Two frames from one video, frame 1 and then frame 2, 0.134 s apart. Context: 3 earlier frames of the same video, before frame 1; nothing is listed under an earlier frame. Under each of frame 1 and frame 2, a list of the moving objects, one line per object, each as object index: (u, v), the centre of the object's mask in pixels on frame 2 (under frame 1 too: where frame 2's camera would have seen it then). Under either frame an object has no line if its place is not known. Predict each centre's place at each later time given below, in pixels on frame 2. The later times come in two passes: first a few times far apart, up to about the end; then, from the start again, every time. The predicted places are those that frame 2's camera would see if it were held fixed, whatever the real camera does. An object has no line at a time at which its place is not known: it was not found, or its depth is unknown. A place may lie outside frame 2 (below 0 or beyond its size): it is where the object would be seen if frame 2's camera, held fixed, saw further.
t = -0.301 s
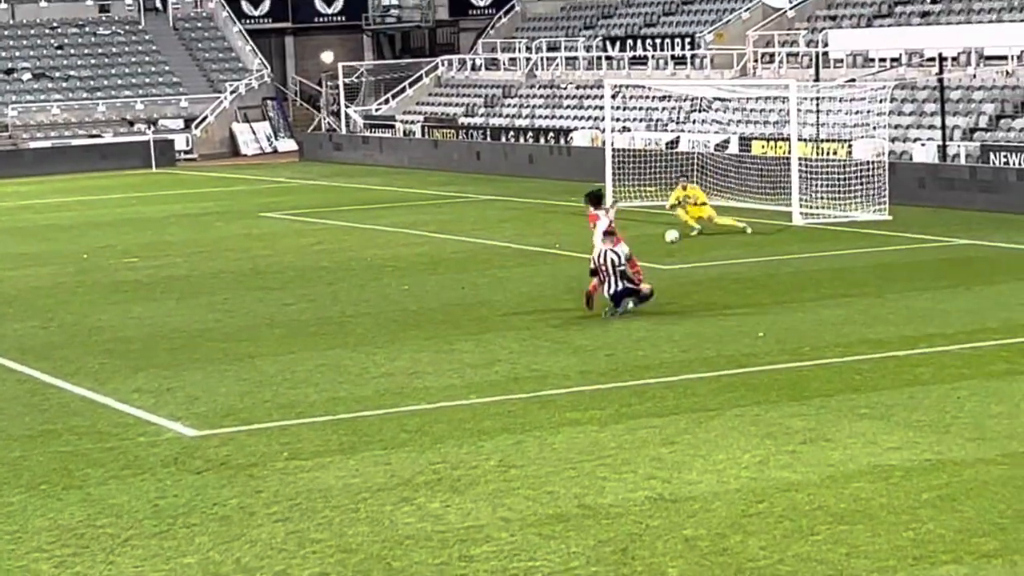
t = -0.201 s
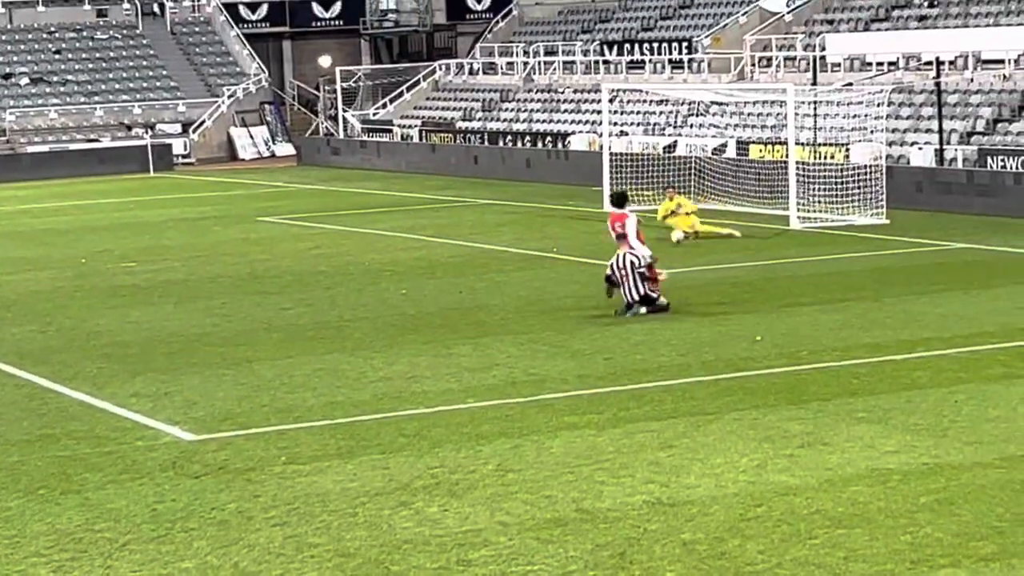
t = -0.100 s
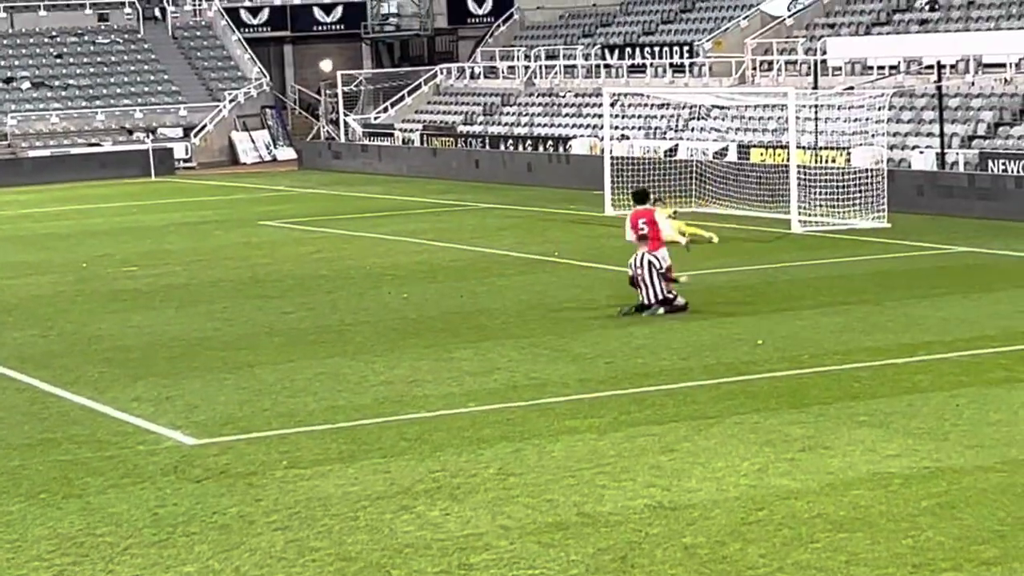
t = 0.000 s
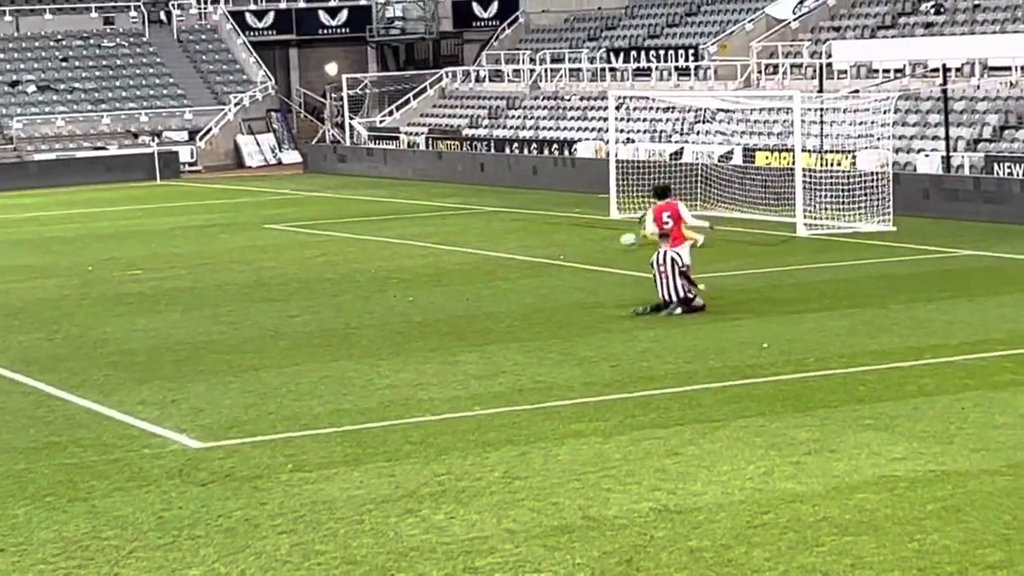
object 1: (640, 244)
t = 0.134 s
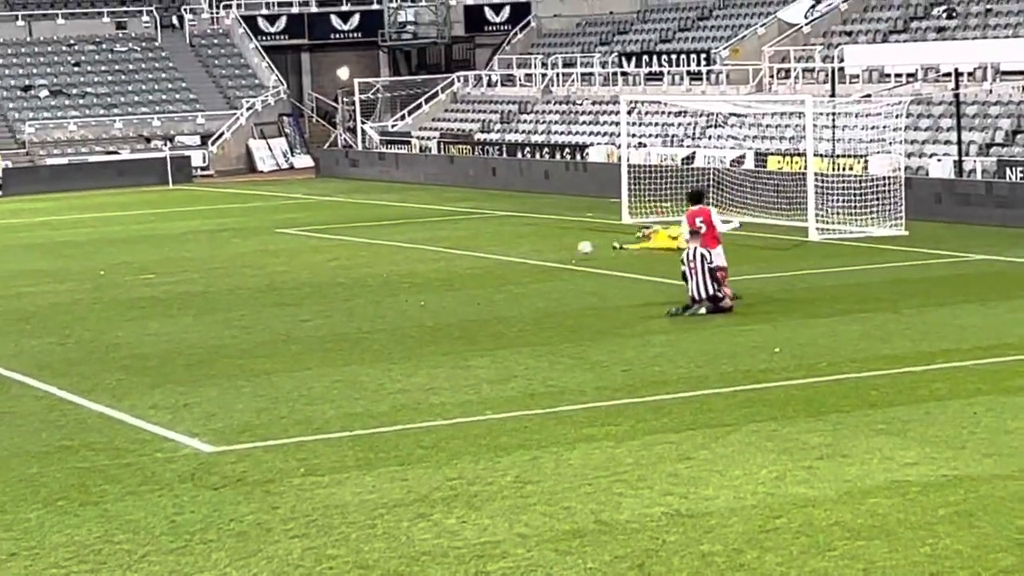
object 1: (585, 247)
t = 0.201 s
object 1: (559, 246)
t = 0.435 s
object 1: (472, 260)
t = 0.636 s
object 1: (407, 265)
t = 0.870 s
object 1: (346, 269)
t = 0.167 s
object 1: (572, 247)
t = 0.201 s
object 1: (559, 246)
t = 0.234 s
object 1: (546, 248)
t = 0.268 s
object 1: (534, 249)
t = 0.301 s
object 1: (521, 251)
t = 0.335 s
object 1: (508, 254)
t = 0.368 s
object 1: (496, 258)
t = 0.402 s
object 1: (484, 260)
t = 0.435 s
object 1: (472, 260)
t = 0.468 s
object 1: (461, 259)
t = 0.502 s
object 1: (450, 259)
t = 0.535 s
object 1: (438, 260)
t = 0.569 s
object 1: (428, 262)
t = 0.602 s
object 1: (417, 264)
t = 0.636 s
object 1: (407, 265)
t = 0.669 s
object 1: (397, 265)
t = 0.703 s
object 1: (388, 265)
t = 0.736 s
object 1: (379, 265)
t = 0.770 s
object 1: (370, 267)
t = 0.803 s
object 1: (361, 268)
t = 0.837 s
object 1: (353, 269)
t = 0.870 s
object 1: (346, 269)
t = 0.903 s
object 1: (338, 268)
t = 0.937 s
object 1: (332, 269)
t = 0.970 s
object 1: (325, 270)
